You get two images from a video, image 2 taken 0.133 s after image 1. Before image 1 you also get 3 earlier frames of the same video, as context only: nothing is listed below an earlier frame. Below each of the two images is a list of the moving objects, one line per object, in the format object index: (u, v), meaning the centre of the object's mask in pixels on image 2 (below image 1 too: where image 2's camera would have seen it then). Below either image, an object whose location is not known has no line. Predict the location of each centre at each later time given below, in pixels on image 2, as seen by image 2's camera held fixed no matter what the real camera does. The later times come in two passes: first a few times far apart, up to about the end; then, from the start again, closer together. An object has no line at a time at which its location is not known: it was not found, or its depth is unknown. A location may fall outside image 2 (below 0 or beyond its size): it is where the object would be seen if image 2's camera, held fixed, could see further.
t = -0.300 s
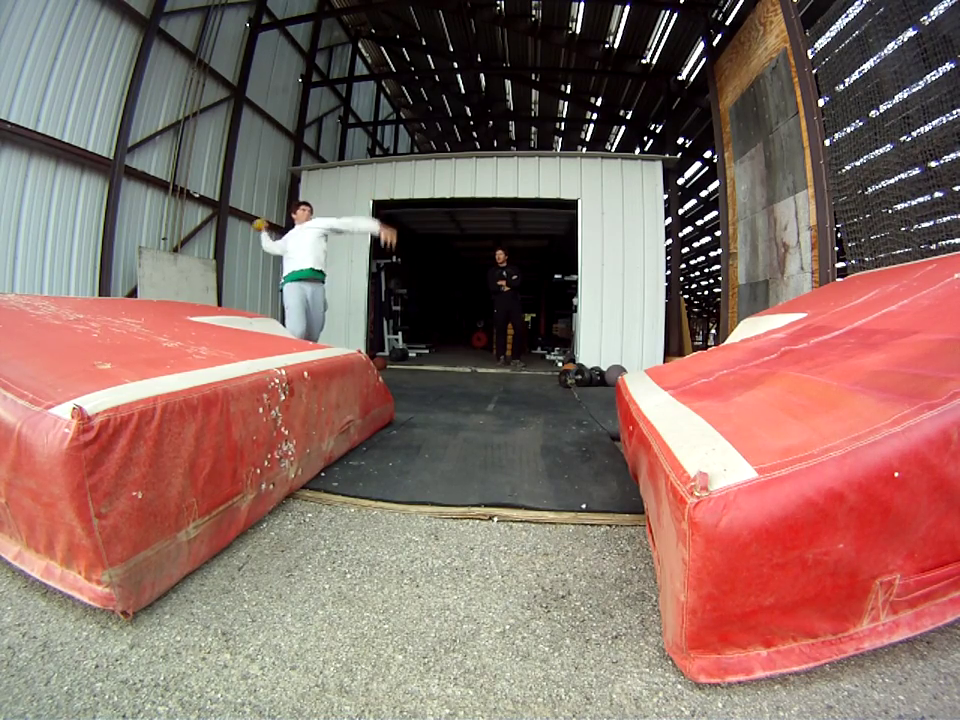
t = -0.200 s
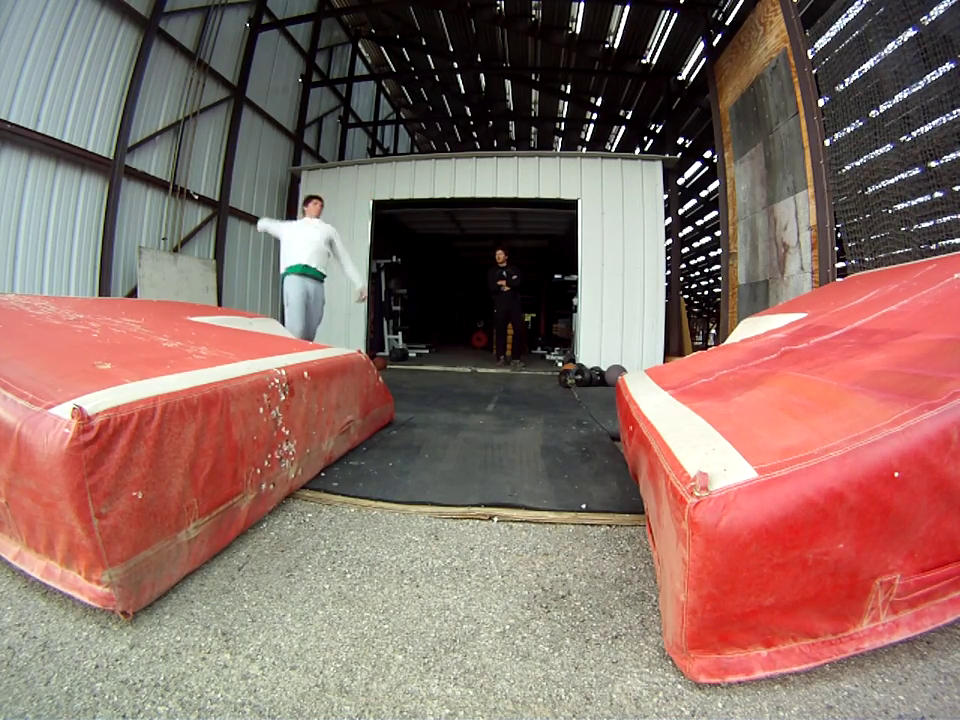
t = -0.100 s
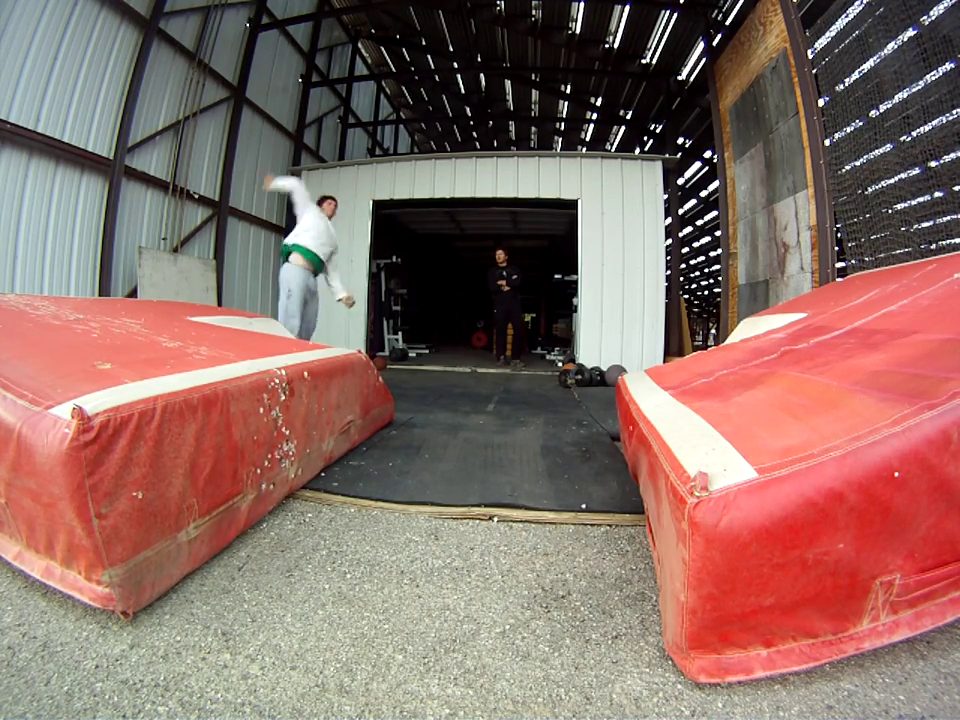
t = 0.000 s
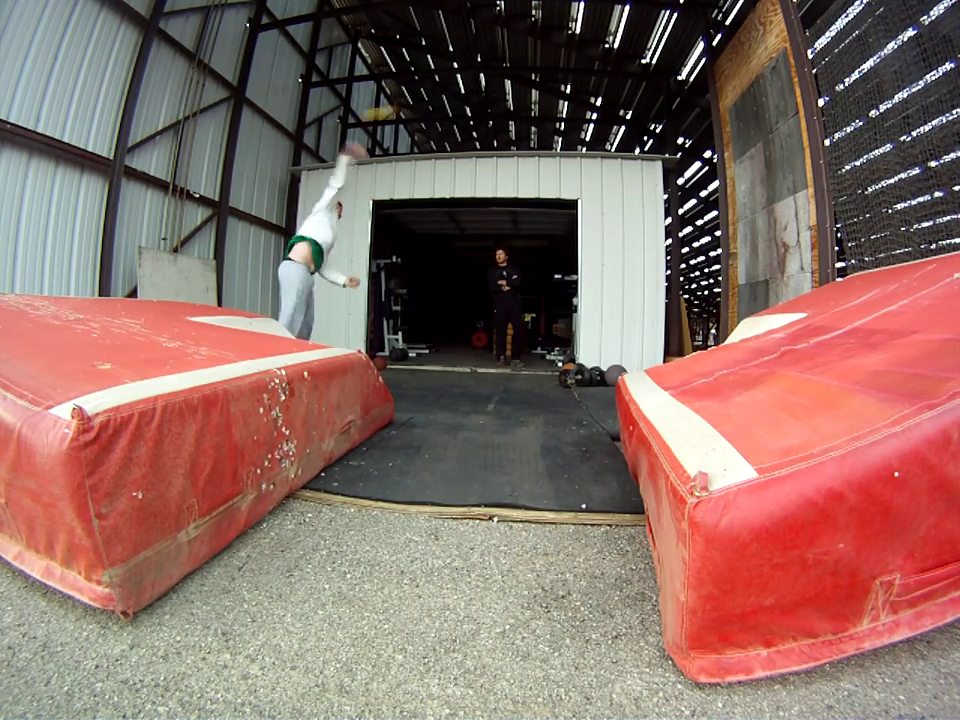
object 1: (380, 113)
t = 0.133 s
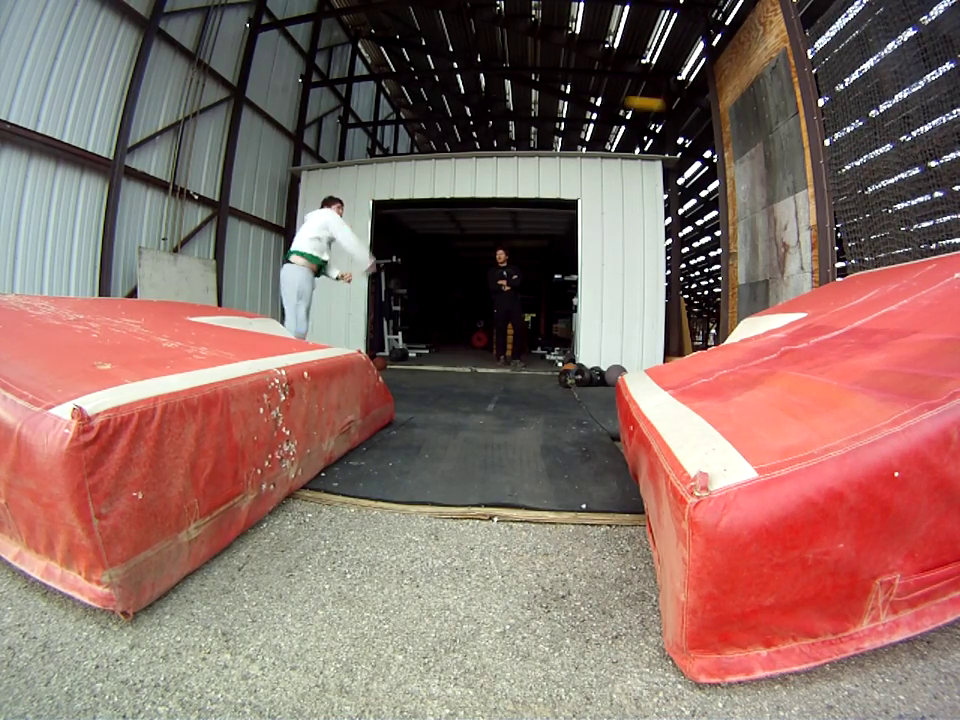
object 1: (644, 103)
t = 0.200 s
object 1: (765, 121)
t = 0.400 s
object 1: (737, 143)
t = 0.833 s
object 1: (575, 388)
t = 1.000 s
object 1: (538, 376)
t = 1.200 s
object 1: (503, 370)
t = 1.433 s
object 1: (464, 396)
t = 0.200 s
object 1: (765, 121)
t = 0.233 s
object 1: (783, 128)
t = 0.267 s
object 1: (774, 128)
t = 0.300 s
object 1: (765, 130)
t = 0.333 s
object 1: (756, 133)
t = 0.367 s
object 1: (746, 137)
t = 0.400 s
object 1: (737, 143)
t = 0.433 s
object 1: (727, 151)
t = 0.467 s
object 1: (716, 160)
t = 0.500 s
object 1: (707, 170)
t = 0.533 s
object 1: (696, 183)
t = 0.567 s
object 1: (684, 196)
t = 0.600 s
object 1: (673, 212)
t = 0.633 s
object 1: (662, 231)
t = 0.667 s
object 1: (649, 252)
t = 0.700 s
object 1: (635, 275)
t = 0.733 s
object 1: (621, 301)
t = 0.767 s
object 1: (606, 328)
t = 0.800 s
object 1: (591, 358)
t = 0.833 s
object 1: (575, 388)
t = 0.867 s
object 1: (561, 409)
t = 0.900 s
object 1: (555, 399)
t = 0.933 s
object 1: (549, 390)
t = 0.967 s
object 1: (543, 382)
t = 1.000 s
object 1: (538, 376)
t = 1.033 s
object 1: (533, 371)
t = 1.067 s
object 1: (527, 368)
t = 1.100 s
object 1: (521, 366)
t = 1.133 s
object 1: (515, 365)
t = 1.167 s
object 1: (509, 367)
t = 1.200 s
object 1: (503, 370)
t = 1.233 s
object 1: (497, 374)
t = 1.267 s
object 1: (492, 380)
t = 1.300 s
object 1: (486, 387)
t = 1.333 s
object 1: (481, 395)
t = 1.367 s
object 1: (474, 402)
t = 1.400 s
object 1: (469, 399)
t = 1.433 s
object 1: (464, 396)
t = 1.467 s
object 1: (459, 395)
